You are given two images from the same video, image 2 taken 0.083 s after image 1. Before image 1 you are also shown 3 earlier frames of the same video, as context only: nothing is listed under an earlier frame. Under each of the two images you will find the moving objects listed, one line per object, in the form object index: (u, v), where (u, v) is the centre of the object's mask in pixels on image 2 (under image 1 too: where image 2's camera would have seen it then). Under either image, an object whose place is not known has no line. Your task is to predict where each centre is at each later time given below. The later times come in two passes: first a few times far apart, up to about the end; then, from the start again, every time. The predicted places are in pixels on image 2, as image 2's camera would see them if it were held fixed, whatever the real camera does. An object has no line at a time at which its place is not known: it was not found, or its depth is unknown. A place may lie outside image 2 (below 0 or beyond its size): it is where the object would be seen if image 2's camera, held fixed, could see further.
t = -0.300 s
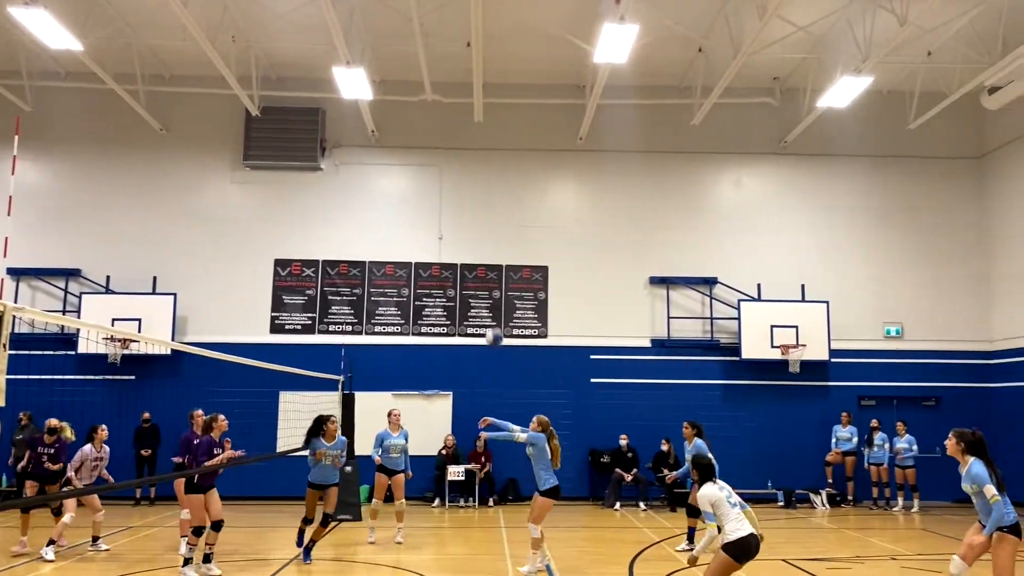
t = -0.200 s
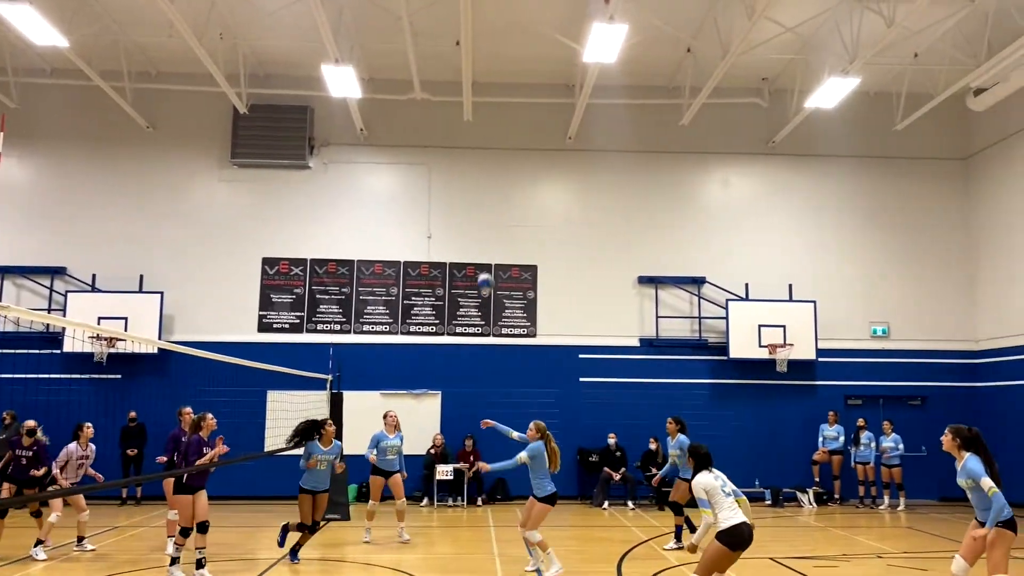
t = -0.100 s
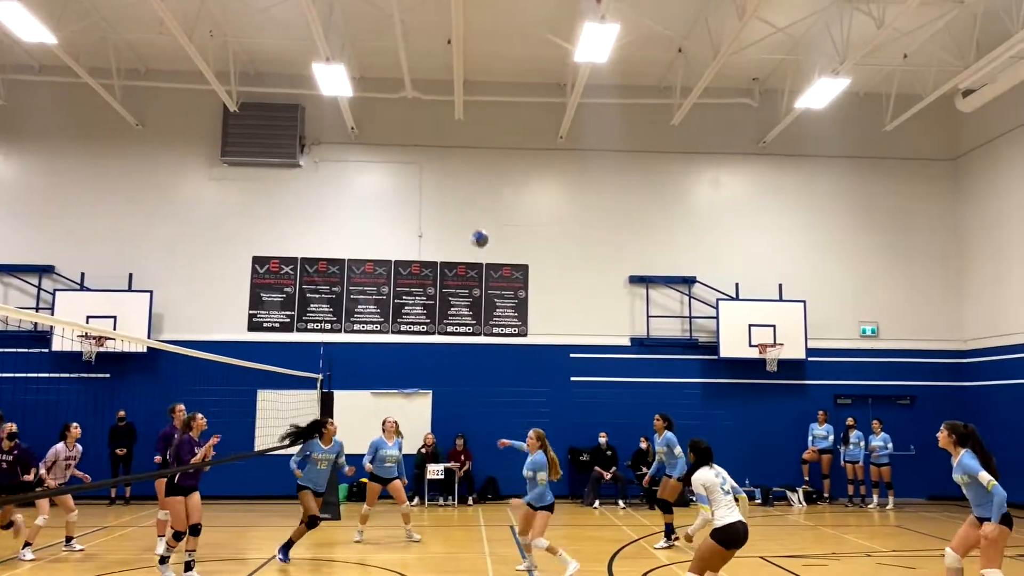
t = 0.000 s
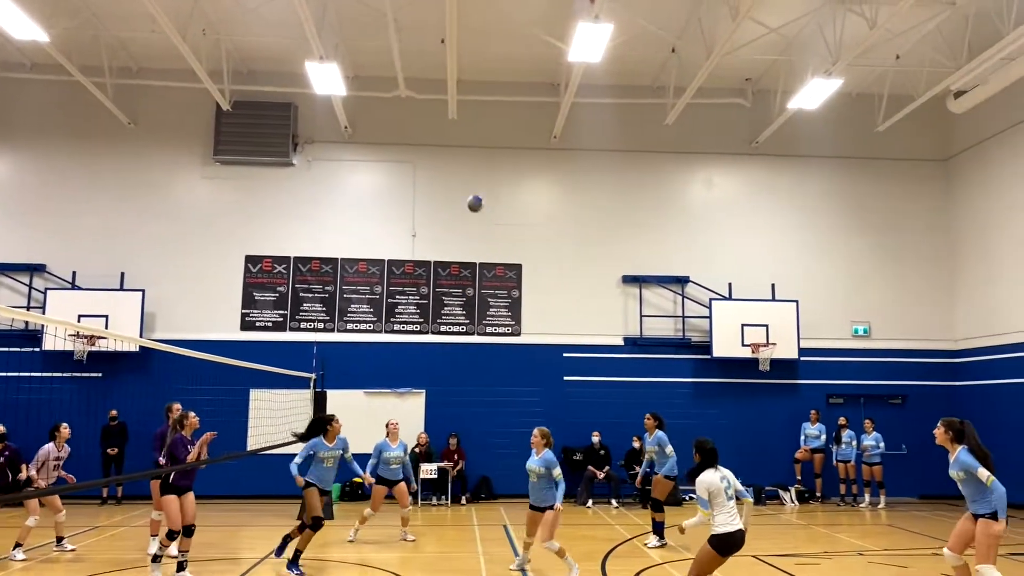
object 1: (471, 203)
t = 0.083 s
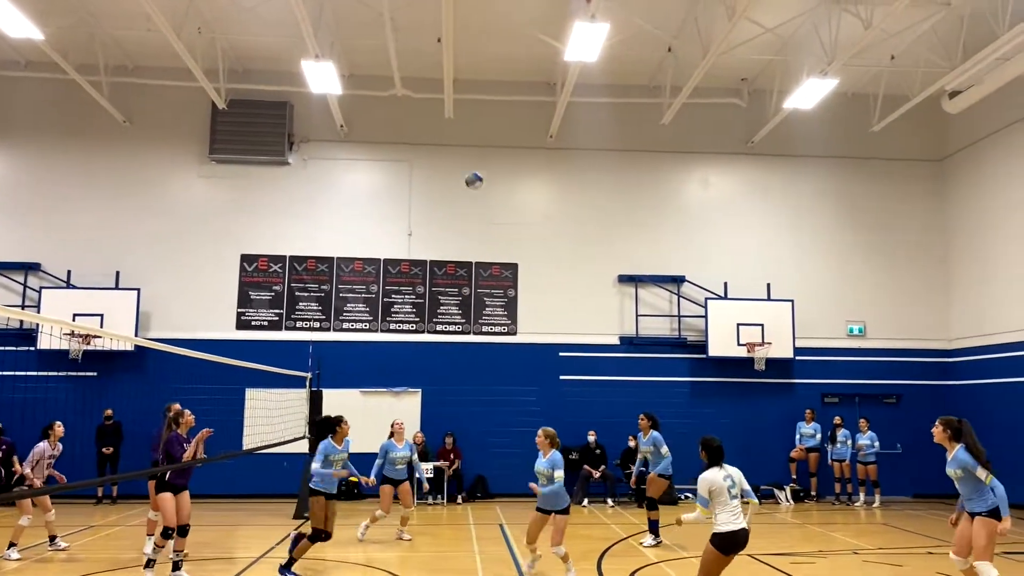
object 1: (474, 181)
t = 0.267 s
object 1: (476, 152)
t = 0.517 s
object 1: (480, 157)
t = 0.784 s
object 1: (485, 217)
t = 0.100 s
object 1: (474, 177)
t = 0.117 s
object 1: (475, 173)
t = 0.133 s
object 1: (475, 170)
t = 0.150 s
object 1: (475, 168)
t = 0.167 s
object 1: (475, 165)
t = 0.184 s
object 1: (476, 163)
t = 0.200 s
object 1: (476, 160)
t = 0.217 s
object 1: (476, 158)
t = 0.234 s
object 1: (476, 156)
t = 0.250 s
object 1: (476, 154)
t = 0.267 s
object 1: (476, 152)
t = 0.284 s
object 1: (477, 151)
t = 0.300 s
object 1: (477, 150)
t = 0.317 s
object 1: (477, 149)
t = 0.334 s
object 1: (478, 148)
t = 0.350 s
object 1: (478, 147)
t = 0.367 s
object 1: (479, 147)
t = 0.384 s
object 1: (479, 147)
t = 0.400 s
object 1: (479, 148)
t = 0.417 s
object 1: (480, 148)
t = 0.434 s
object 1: (480, 150)
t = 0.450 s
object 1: (480, 151)
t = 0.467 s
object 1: (480, 152)
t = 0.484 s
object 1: (480, 153)
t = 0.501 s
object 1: (480, 155)
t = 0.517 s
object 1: (480, 157)
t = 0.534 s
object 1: (480, 159)
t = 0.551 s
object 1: (481, 161)
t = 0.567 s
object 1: (480, 163)
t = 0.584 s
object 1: (480, 166)
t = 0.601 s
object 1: (481, 169)
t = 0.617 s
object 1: (481, 171)
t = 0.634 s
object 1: (482, 175)
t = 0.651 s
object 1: (483, 179)
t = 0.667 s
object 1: (484, 182)
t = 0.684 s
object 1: (484, 186)
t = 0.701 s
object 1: (484, 192)
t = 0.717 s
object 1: (484, 196)
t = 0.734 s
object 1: (484, 201)
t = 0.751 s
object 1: (484, 206)
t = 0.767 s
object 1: (484, 211)
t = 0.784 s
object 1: (485, 217)
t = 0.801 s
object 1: (484, 222)
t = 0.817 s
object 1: (484, 228)
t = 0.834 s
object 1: (485, 234)
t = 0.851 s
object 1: (485, 241)
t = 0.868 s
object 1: (485, 247)
